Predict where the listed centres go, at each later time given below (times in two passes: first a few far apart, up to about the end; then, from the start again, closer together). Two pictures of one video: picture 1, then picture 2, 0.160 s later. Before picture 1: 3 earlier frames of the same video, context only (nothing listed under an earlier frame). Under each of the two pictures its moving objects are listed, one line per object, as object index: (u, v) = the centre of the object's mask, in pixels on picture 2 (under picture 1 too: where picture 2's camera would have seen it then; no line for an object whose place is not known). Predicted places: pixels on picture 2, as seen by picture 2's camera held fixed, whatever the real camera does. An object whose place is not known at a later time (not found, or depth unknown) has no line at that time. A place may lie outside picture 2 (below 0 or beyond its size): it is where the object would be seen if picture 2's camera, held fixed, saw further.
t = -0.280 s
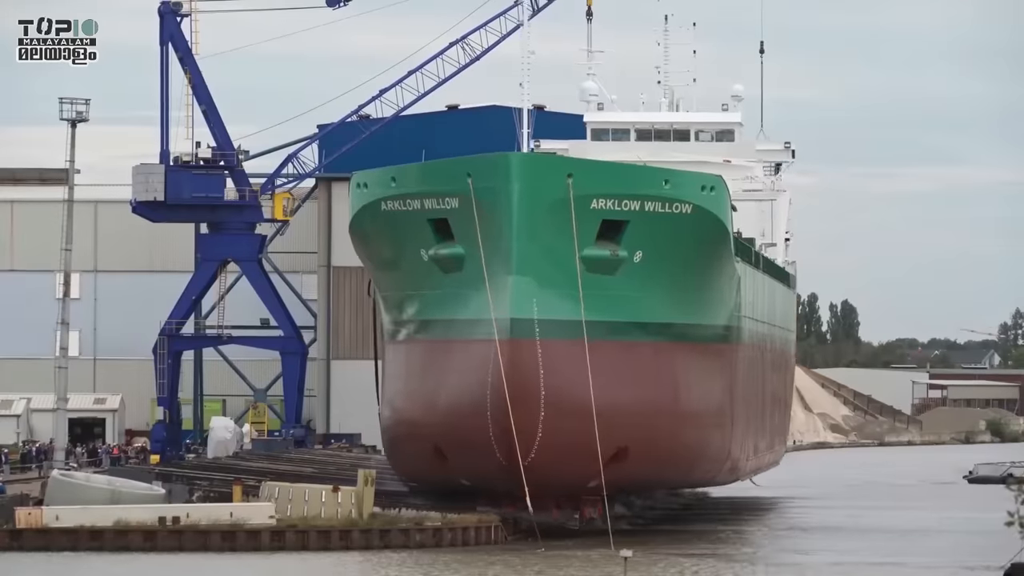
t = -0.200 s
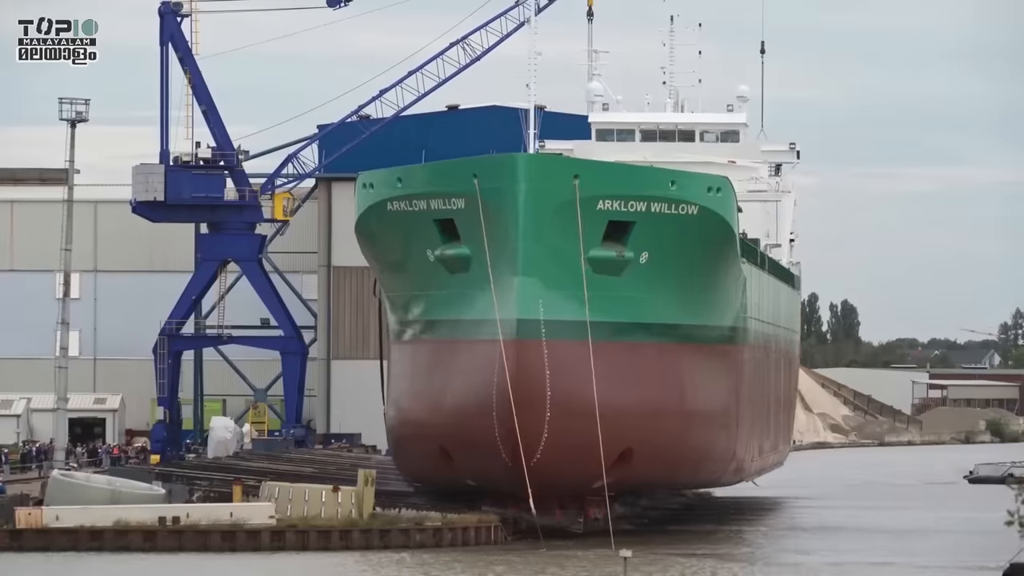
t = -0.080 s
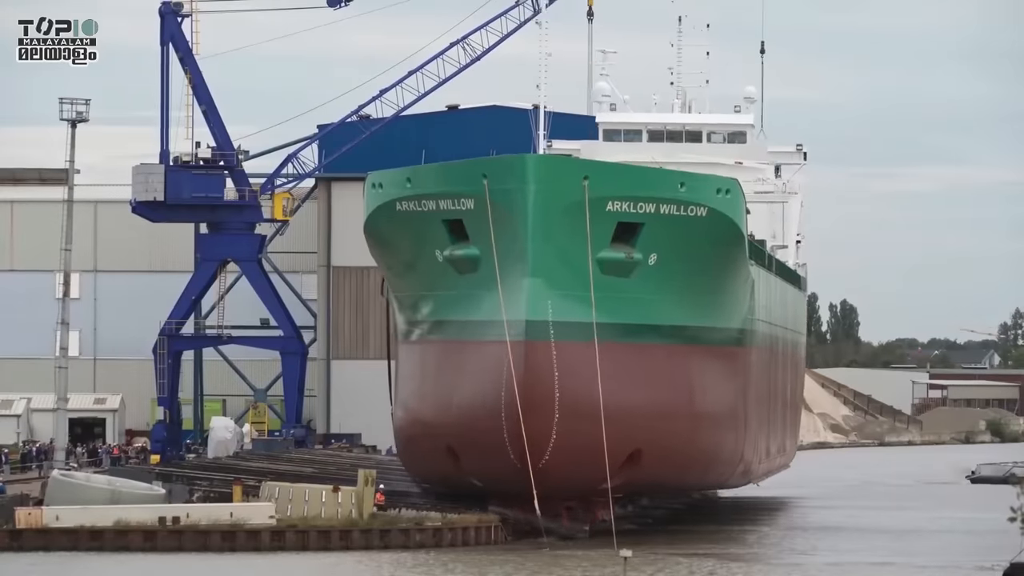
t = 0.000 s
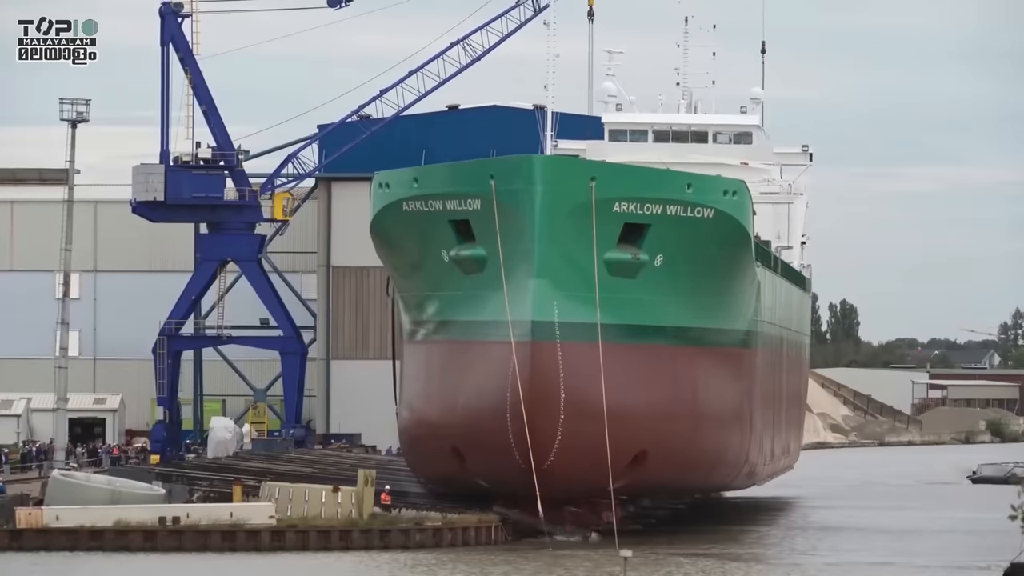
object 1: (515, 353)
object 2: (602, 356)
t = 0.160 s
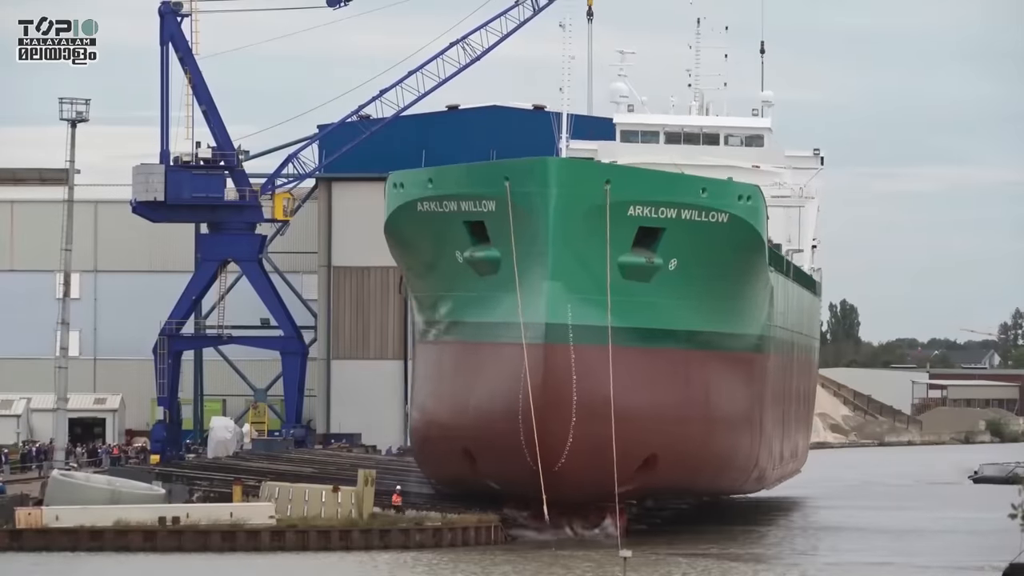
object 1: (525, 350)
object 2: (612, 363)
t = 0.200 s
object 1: (528, 350)
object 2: (614, 358)
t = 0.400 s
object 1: (543, 355)
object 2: (627, 365)
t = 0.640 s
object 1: (562, 360)
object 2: (645, 370)
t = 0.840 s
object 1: (580, 371)
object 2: (662, 375)
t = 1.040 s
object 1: (600, 376)
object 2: (682, 381)
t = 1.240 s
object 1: (622, 378)
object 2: (706, 388)
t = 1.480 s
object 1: (645, 385)
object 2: (726, 403)
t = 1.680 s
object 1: (659, 381)
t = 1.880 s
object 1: (666, 384)
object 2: (760, 393)
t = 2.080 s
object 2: (767, 395)
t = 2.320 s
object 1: (685, 383)
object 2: (770, 401)
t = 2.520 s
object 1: (694, 386)
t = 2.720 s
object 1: (702, 386)
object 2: (775, 409)
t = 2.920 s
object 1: (706, 389)
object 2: (780, 411)
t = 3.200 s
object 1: (705, 386)
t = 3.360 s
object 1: (704, 386)
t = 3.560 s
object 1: (704, 387)
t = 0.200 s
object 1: (528, 350)
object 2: (614, 358)
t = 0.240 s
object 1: (531, 351)
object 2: (616, 363)
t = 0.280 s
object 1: (534, 350)
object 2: (619, 364)
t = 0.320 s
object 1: (537, 351)
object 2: (622, 363)
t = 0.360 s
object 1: (540, 350)
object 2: (624, 364)
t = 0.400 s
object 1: (543, 355)
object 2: (627, 365)
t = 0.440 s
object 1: (546, 355)
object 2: (629, 365)
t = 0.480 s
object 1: (549, 357)
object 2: (632, 366)
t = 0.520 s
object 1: (552, 354)
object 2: (635, 365)
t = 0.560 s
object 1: (556, 362)
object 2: (639, 366)
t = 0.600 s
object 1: (559, 359)
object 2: (642, 367)
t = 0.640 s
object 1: (562, 360)
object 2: (645, 370)
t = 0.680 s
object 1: (566, 364)
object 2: (649, 368)
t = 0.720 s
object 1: (569, 364)
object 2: (652, 370)
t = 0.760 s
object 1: (573, 366)
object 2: (655, 372)
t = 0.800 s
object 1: (577, 366)
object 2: (659, 374)
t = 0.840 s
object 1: (580, 371)
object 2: (662, 375)
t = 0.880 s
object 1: (584, 375)
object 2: (666, 378)
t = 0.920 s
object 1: (588, 376)
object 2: (670, 379)
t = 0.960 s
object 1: (592, 376)
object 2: (673, 382)
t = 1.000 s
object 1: (596, 376)
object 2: (678, 380)
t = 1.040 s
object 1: (600, 376)
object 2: (682, 381)
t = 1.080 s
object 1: (605, 374)
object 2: (687, 382)
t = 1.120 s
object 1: (609, 375)
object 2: (692, 382)
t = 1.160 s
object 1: (613, 378)
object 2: (696, 386)
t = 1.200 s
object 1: (618, 376)
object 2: (702, 385)
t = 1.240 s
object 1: (622, 378)
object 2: (706, 388)
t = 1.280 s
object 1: (627, 377)
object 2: (710, 391)
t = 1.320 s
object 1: (630, 381)
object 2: (713, 394)
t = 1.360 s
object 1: (633, 385)
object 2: (718, 393)
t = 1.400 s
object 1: (637, 384)
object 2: (720, 398)
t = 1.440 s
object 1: (641, 384)
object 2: (724, 399)
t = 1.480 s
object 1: (645, 385)
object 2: (726, 403)
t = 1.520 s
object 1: (647, 385)
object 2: (730, 401)
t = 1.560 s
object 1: (650, 386)
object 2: (738, 393)
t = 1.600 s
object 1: (653, 385)
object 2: (735, 409)
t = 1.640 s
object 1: (656, 382)
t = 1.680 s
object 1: (659, 381)
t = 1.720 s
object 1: (661, 382)
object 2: (752, 390)
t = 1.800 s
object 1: (662, 386)
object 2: (755, 395)
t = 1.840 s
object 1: (664, 386)
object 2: (757, 392)
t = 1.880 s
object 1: (666, 384)
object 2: (760, 393)
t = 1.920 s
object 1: (668, 383)
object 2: (761, 395)
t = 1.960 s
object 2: (763, 395)
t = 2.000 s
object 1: (672, 381)
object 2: (765, 394)
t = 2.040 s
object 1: (673, 381)
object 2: (767, 395)
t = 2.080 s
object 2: (767, 395)
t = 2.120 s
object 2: (769, 394)
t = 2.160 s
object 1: (679, 379)
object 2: (769, 396)
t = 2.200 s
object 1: (681, 380)
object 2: (770, 396)
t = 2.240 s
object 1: (682, 381)
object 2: (771, 397)
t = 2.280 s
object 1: (683, 383)
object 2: (770, 399)
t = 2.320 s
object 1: (685, 383)
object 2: (770, 401)
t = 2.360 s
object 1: (687, 382)
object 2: (770, 402)
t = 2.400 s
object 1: (689, 384)
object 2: (771, 402)
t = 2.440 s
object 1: (691, 384)
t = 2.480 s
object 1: (692, 385)
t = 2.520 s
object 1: (694, 386)
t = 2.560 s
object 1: (696, 386)
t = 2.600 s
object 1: (698, 386)
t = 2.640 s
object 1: (699, 386)
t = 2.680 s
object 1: (701, 386)
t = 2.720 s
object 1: (702, 386)
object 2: (775, 409)
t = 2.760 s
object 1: (704, 386)
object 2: (775, 411)
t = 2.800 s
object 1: (705, 386)
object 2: (777, 411)
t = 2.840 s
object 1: (706, 387)
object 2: (779, 410)
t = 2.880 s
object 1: (706, 387)
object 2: (779, 411)
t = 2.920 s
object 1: (706, 389)
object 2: (780, 411)
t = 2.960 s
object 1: (706, 388)
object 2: (782, 410)
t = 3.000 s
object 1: (707, 387)
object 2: (782, 410)
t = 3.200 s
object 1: (705, 386)
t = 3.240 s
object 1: (705, 386)
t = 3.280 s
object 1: (705, 385)
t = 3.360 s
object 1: (704, 386)
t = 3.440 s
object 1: (703, 387)
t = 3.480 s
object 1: (704, 386)
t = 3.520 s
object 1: (704, 387)
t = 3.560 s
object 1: (704, 387)
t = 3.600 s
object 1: (704, 386)
